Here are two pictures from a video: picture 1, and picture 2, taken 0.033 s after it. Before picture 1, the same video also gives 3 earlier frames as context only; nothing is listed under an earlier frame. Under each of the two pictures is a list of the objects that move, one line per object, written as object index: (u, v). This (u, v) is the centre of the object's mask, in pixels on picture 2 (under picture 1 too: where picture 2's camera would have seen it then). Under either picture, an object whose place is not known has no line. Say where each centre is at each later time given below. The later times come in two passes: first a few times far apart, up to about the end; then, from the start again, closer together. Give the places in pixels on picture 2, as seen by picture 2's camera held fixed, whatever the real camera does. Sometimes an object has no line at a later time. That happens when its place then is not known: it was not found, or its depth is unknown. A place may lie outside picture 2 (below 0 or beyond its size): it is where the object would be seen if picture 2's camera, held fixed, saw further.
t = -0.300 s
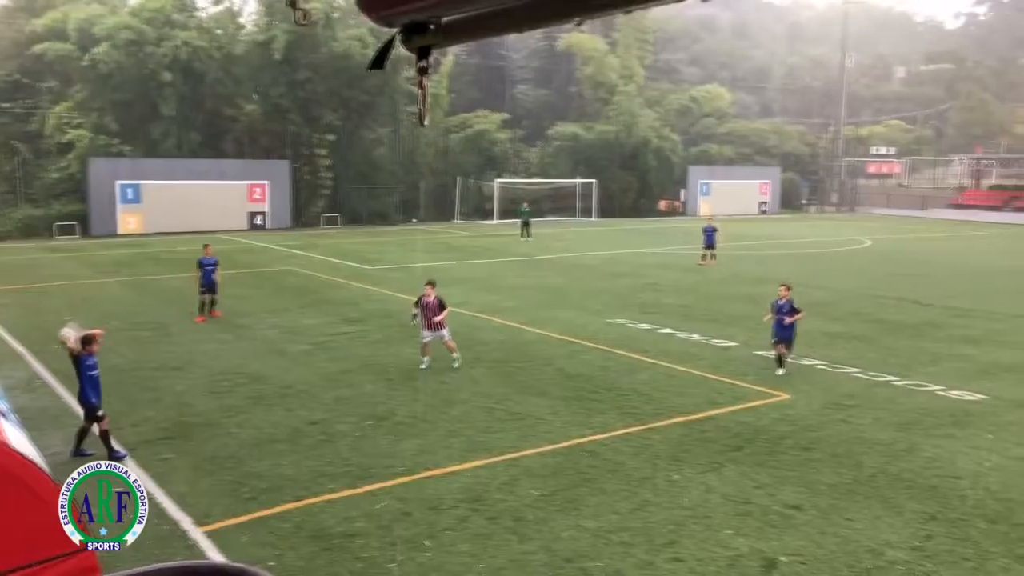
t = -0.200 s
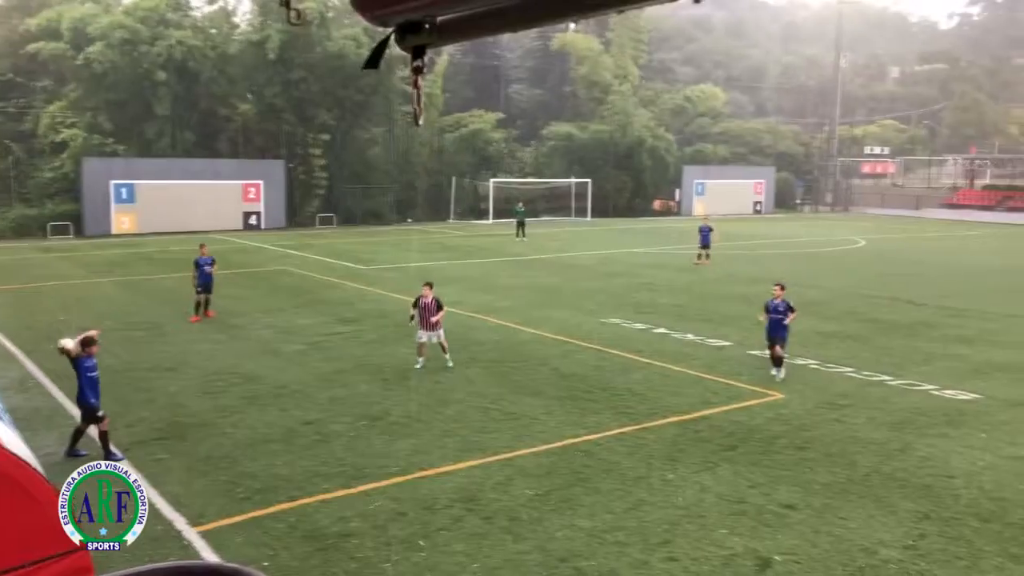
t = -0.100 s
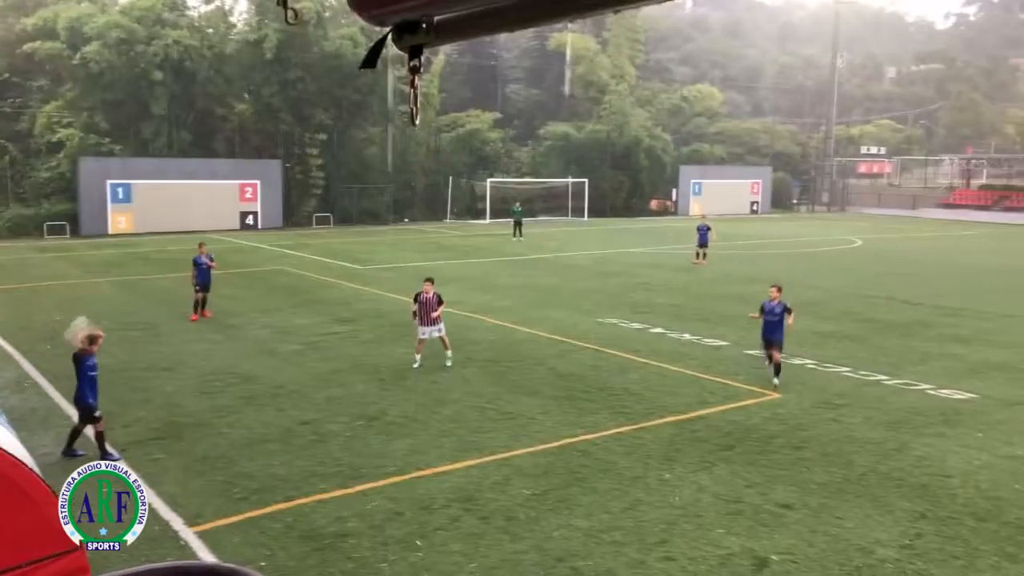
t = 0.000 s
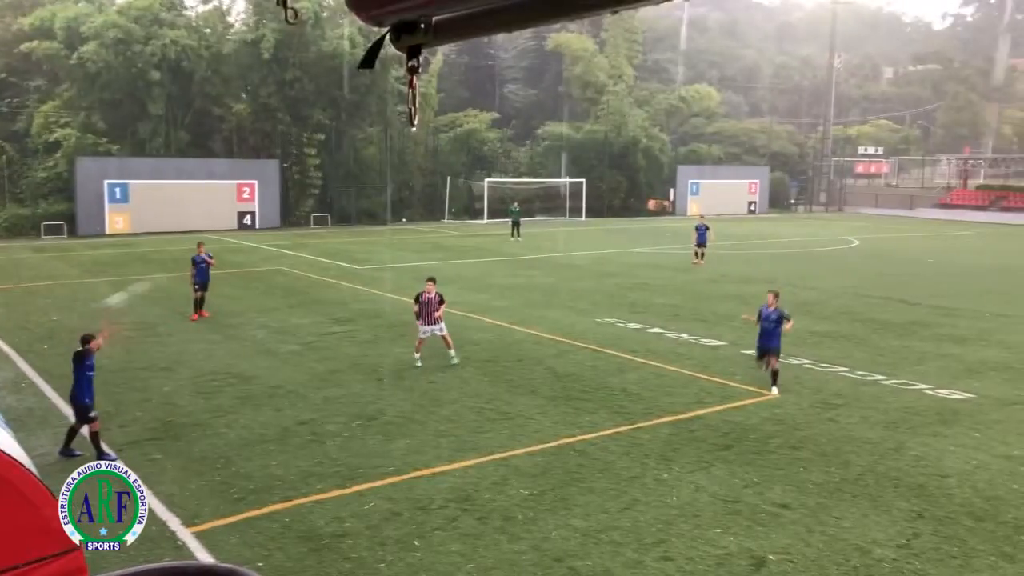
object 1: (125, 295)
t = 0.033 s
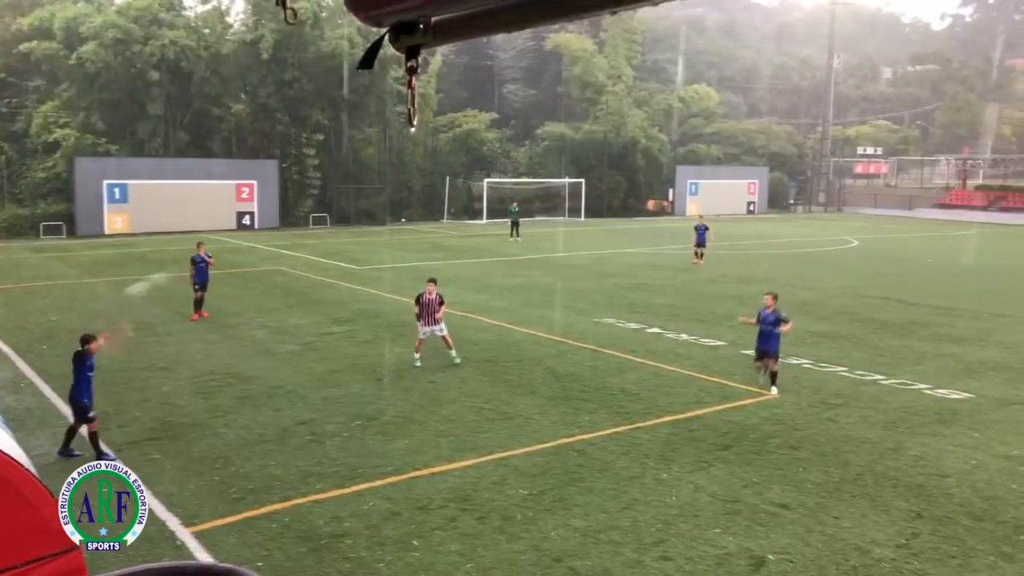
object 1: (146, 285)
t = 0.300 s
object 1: (325, 232)
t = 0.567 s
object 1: (477, 232)
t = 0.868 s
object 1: (639, 292)
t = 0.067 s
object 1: (169, 274)
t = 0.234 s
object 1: (278, 240)
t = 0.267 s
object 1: (301, 235)
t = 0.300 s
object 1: (325, 232)
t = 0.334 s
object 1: (345, 229)
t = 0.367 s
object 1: (359, 228)
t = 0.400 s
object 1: (378, 228)
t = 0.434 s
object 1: (398, 227)
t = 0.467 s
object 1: (418, 227)
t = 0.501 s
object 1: (440, 229)
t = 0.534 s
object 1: (460, 232)
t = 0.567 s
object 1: (477, 232)
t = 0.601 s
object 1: (497, 237)
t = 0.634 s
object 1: (514, 242)
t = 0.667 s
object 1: (532, 248)
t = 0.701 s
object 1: (550, 254)
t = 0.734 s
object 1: (569, 260)
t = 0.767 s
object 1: (587, 267)
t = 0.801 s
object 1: (603, 275)
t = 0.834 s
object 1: (622, 284)
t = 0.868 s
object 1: (639, 292)
